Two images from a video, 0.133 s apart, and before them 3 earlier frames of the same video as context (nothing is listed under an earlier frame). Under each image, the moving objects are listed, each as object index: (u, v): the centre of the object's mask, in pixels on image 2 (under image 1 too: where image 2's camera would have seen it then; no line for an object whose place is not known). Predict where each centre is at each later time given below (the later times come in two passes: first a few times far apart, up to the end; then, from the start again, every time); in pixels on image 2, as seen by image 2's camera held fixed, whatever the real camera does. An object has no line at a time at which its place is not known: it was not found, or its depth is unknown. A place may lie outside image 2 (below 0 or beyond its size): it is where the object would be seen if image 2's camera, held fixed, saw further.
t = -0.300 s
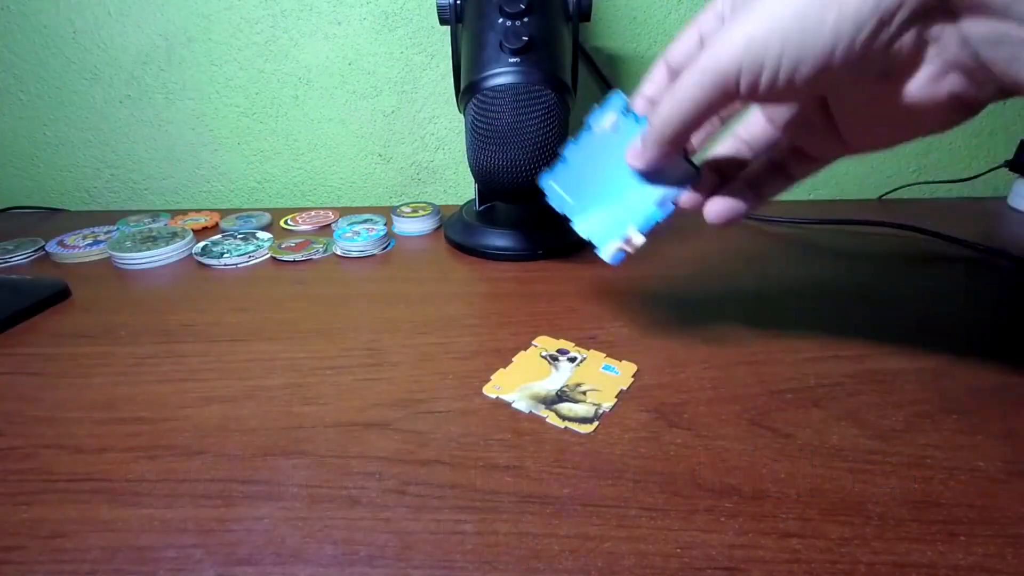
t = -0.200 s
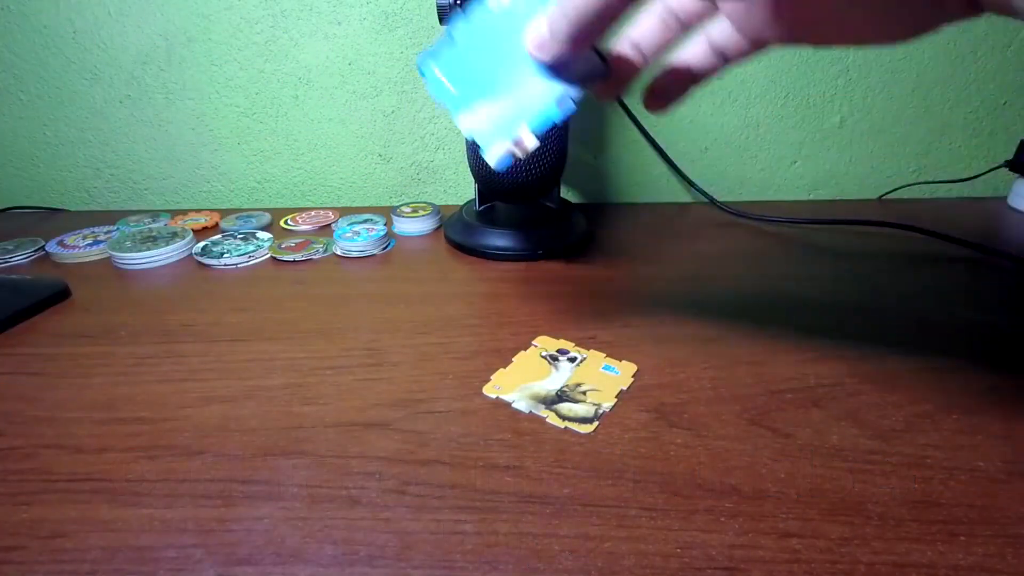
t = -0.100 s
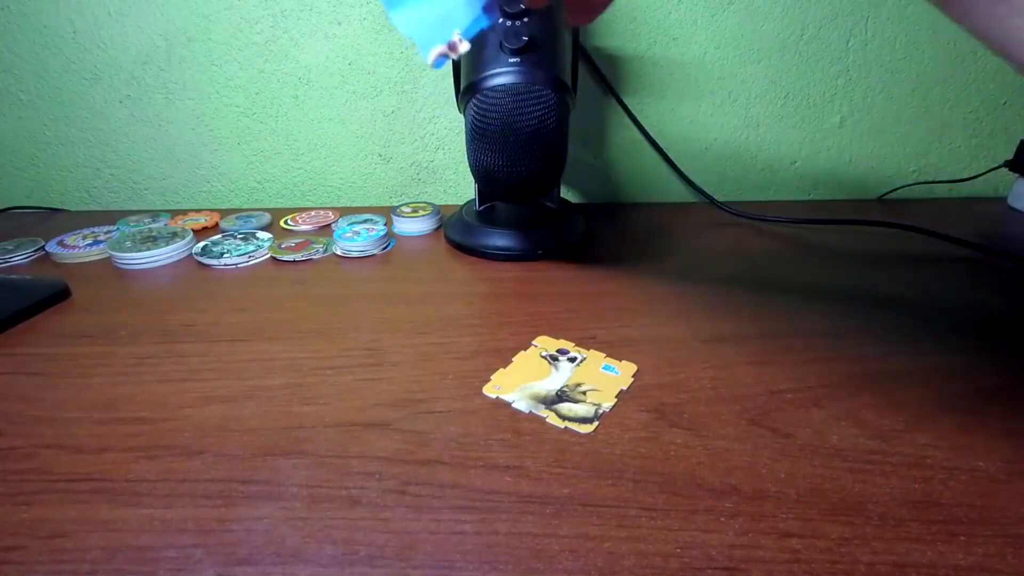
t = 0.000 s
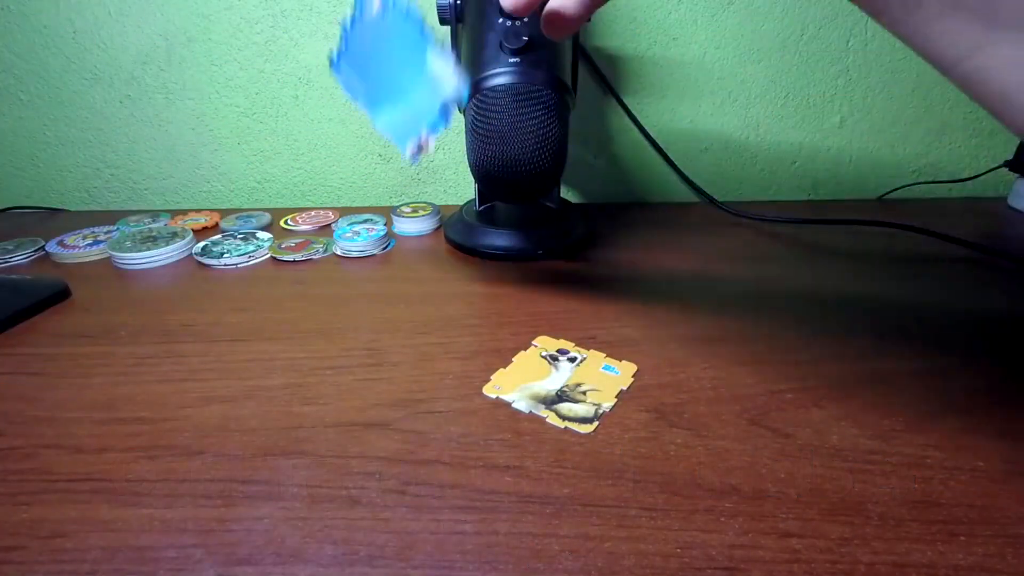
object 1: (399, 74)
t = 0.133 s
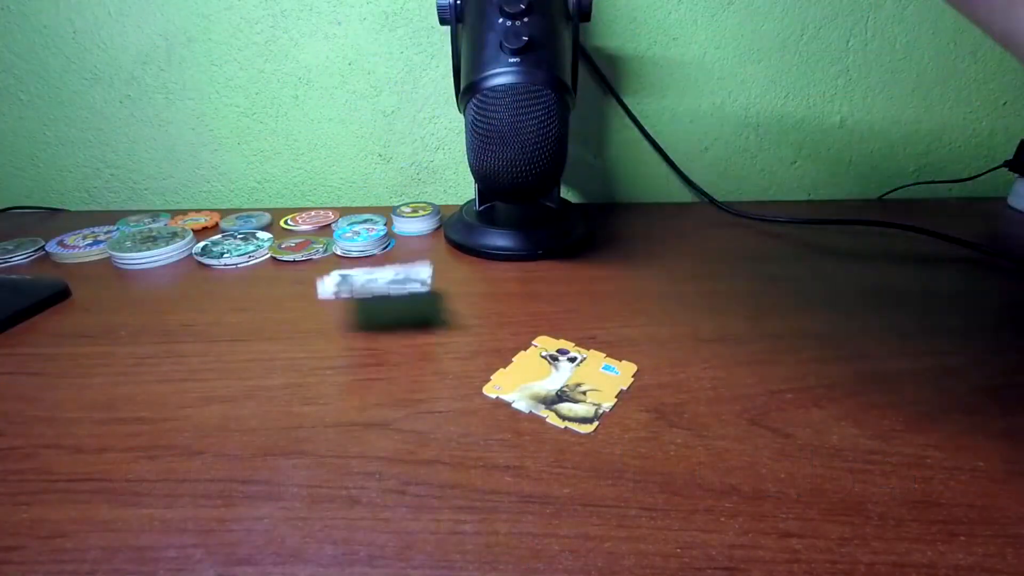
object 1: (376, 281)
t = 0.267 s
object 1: (366, 303)
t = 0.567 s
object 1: (365, 315)
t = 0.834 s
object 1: (365, 315)
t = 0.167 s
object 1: (369, 272)
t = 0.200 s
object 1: (363, 278)
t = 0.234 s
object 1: (367, 294)
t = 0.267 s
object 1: (366, 303)
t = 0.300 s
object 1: (365, 306)
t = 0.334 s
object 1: (364, 307)
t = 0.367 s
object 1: (366, 311)
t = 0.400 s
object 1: (365, 312)
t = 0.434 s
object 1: (365, 315)
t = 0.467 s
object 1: (365, 315)
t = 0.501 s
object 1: (365, 315)
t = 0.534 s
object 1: (365, 315)
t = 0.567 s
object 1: (365, 315)
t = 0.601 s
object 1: (365, 315)
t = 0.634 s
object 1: (365, 315)
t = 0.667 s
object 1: (365, 315)
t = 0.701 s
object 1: (365, 315)
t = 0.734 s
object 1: (365, 315)
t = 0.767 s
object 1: (365, 315)
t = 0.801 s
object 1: (365, 315)
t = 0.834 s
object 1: (365, 315)
